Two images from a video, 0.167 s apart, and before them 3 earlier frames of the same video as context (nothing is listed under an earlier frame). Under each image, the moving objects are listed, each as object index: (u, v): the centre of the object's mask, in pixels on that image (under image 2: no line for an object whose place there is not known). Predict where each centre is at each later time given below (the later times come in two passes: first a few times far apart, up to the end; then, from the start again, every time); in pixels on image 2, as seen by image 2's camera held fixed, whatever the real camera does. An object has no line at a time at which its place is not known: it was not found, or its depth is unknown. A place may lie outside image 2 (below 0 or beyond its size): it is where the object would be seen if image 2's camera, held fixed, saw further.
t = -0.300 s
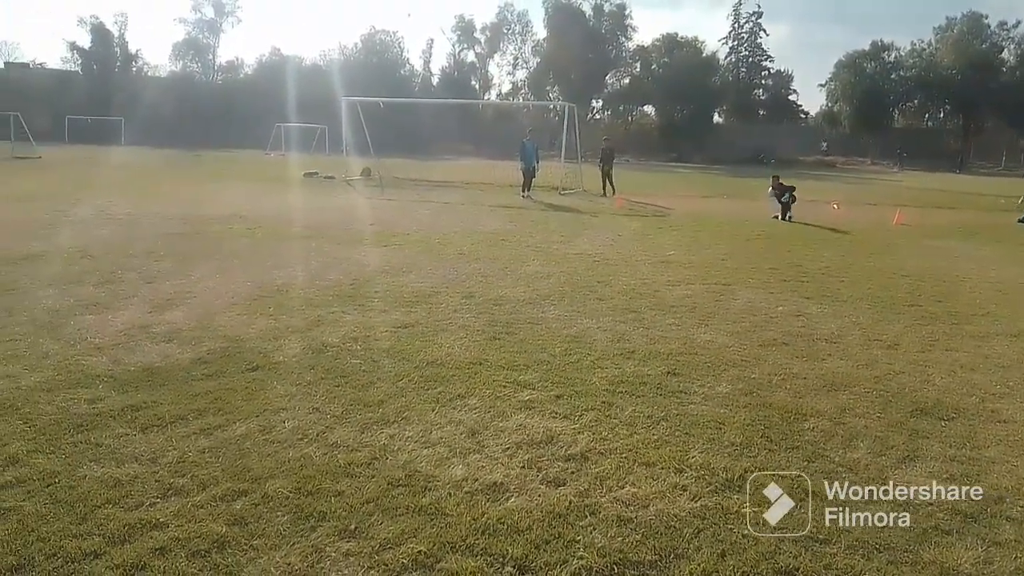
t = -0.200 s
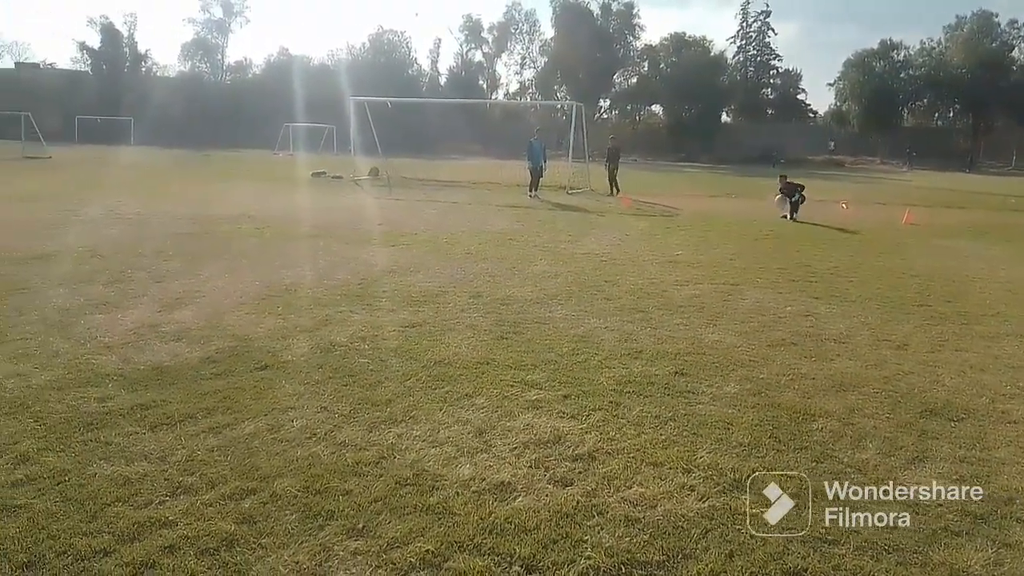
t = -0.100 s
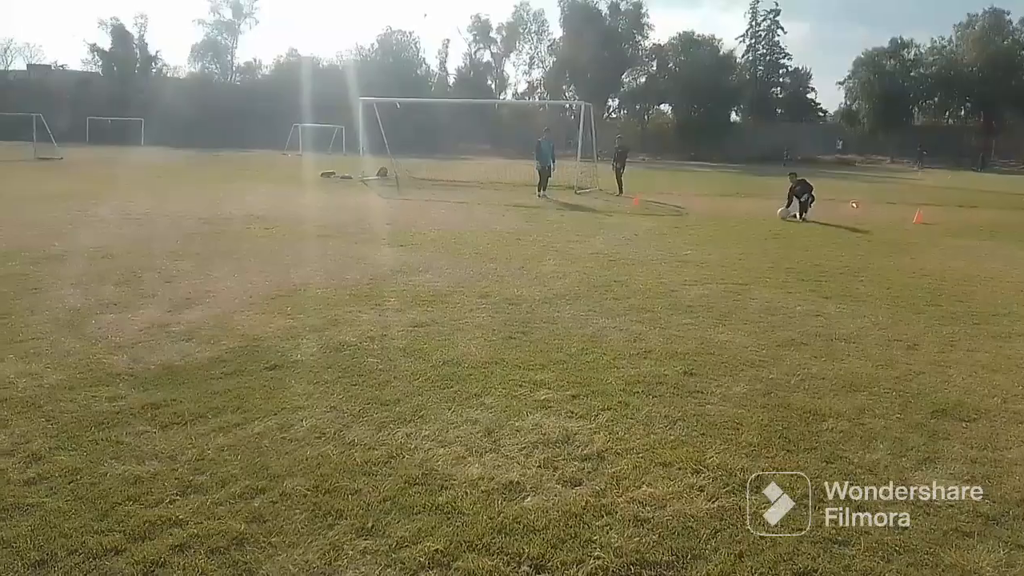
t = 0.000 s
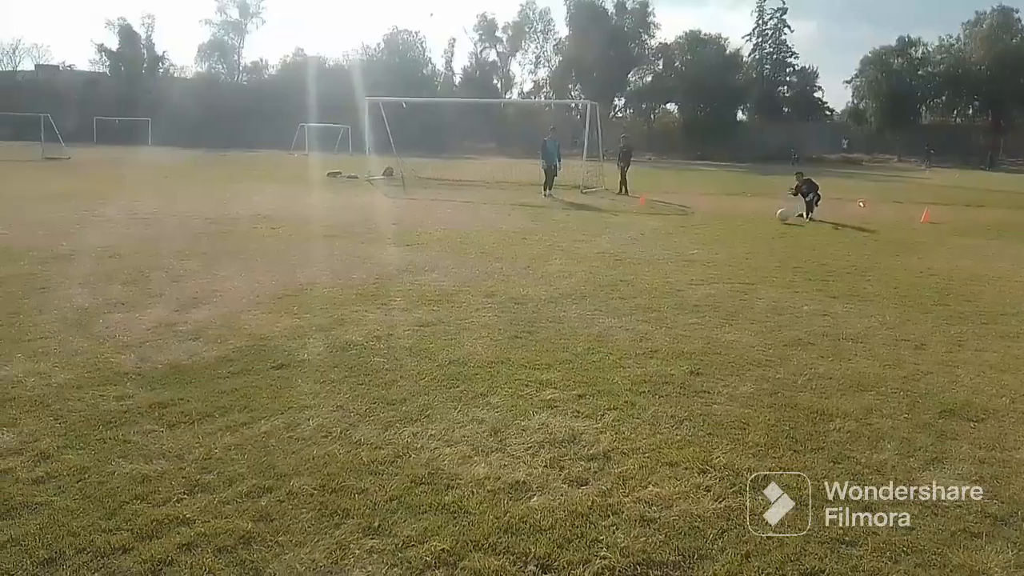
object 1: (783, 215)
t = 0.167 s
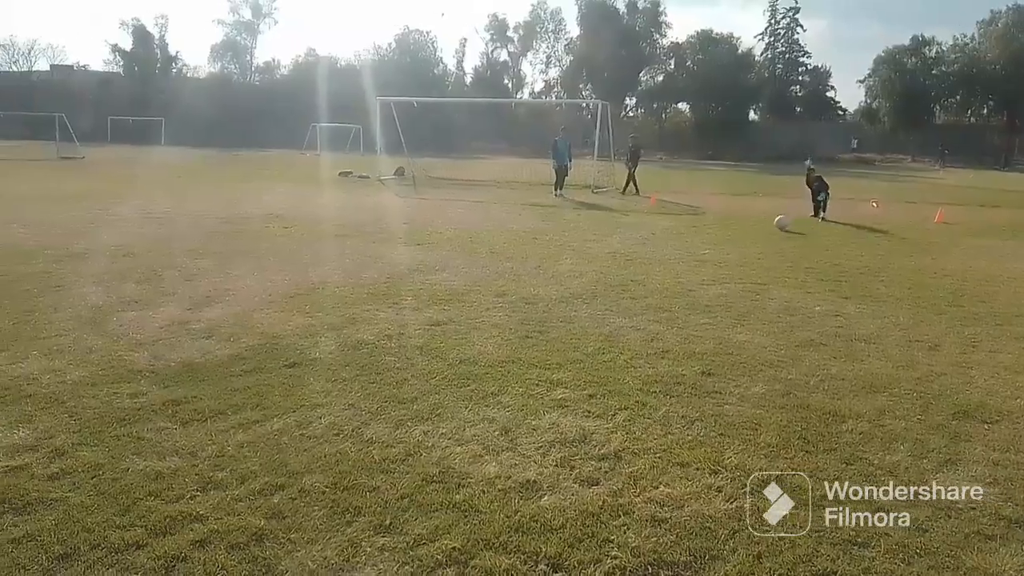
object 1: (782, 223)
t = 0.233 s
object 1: (776, 226)
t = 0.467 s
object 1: (754, 236)
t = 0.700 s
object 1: (728, 247)
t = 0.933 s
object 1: (696, 255)
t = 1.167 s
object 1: (657, 268)
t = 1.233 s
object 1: (644, 267)
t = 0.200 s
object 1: (779, 224)
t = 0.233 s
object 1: (776, 226)
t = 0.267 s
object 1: (772, 228)
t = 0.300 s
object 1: (769, 229)
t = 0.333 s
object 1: (766, 230)
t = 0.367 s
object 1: (763, 231)
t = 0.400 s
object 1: (760, 232)
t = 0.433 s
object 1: (757, 234)
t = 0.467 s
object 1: (754, 236)
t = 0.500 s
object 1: (750, 237)
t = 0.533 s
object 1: (746, 238)
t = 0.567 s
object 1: (742, 238)
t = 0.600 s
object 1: (739, 239)
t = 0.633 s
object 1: (735, 241)
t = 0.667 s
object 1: (731, 245)
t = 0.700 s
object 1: (728, 247)
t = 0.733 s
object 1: (723, 248)
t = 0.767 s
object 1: (719, 247)
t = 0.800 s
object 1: (714, 247)
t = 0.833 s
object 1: (710, 247)
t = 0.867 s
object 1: (705, 248)
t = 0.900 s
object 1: (700, 251)
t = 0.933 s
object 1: (696, 255)
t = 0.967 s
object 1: (692, 258)
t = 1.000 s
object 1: (685, 259)
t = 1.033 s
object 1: (680, 259)
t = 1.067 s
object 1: (674, 260)
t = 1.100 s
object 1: (669, 263)
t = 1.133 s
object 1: (664, 265)
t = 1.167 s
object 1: (657, 268)
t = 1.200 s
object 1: (650, 267)
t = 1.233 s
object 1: (644, 267)
